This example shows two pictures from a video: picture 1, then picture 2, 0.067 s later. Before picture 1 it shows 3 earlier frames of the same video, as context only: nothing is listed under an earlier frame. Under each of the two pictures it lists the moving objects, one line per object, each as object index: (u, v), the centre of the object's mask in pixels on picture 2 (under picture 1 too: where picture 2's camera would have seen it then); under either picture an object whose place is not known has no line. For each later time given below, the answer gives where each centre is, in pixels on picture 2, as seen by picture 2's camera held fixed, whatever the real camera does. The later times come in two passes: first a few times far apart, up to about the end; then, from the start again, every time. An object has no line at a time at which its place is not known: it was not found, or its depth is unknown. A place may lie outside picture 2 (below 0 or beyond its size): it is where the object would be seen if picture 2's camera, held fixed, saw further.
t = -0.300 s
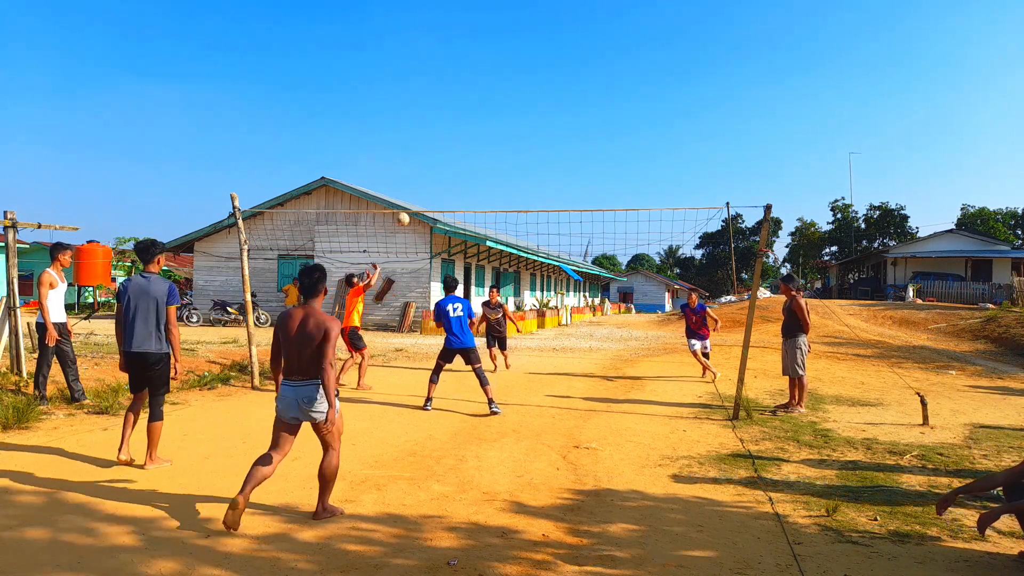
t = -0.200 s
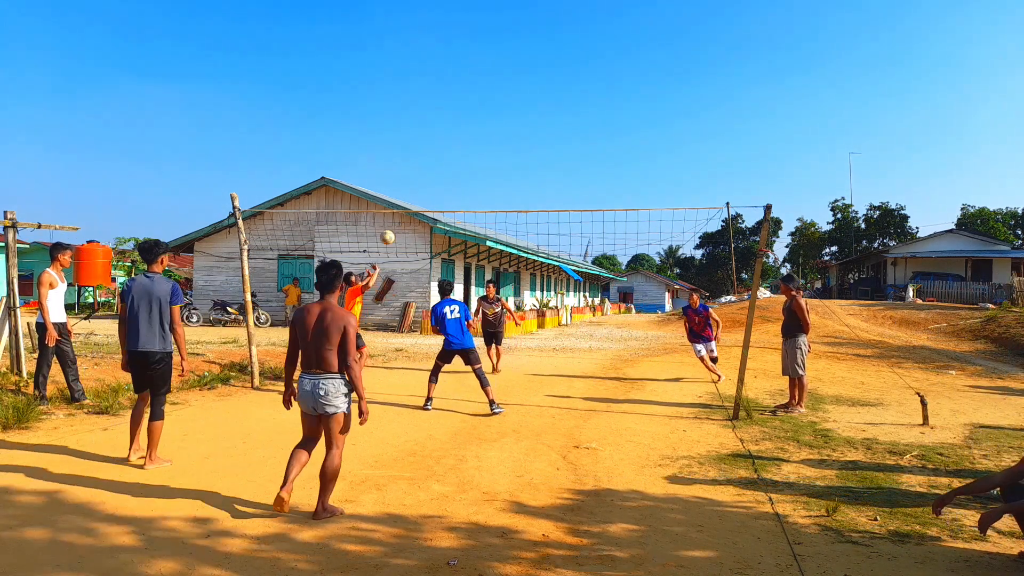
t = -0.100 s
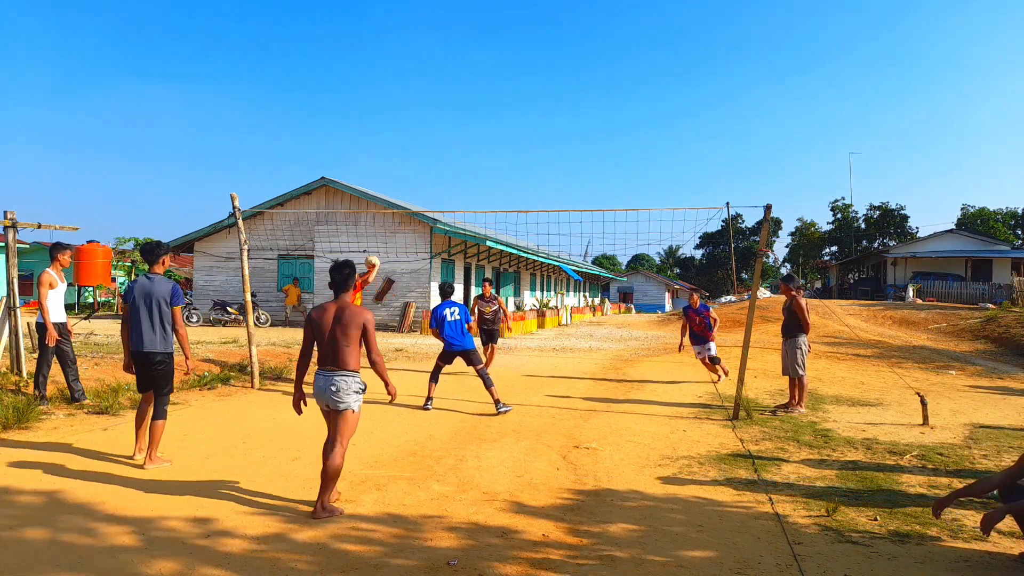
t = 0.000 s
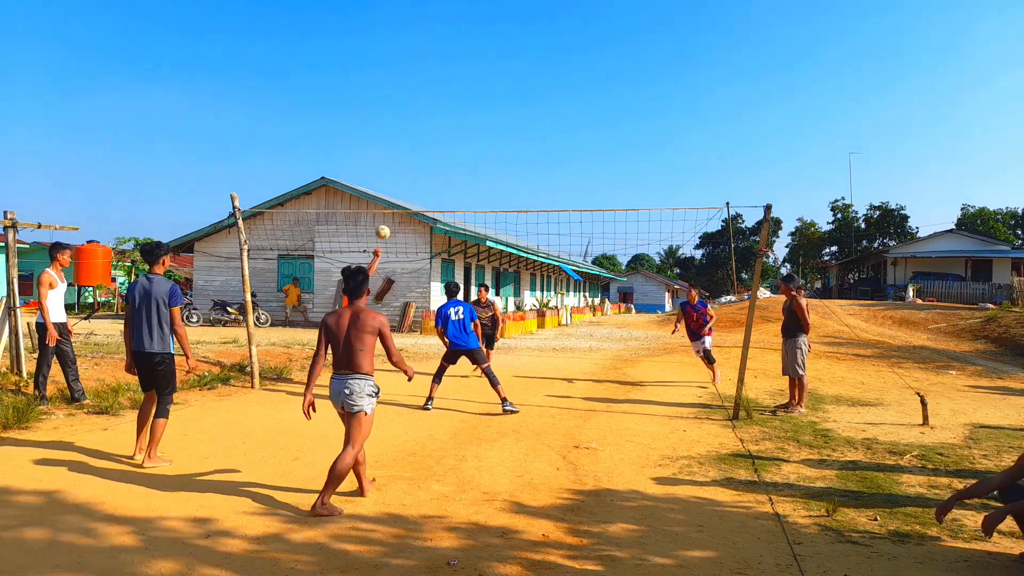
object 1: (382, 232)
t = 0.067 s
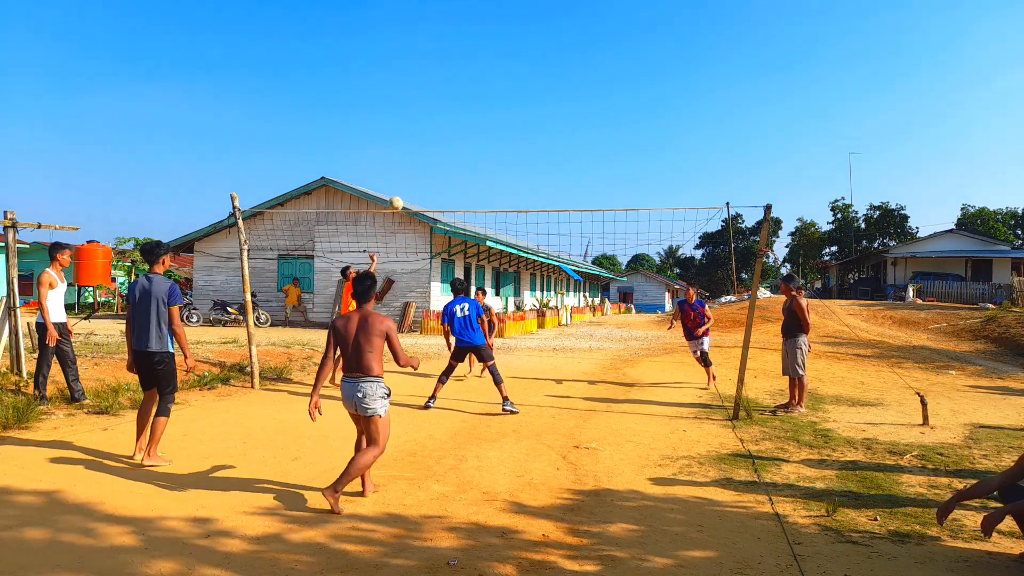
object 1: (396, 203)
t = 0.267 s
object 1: (435, 137)
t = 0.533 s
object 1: (487, 91)
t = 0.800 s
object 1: (539, 94)
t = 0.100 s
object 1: (402, 191)
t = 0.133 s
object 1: (409, 179)
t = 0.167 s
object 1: (416, 167)
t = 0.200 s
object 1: (422, 156)
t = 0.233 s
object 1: (428, 146)
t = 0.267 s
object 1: (435, 137)
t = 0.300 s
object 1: (442, 128)
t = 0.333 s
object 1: (448, 121)
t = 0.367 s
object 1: (455, 114)
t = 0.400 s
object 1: (461, 108)
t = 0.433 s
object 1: (468, 102)
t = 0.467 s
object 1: (475, 98)
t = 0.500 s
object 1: (481, 94)
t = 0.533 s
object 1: (487, 91)
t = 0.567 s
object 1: (494, 88)
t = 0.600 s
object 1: (500, 87)
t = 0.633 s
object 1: (507, 86)
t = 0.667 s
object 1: (513, 86)
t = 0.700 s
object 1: (520, 87)
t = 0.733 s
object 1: (526, 88)
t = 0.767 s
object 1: (533, 90)
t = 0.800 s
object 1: (539, 94)
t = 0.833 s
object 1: (545, 97)
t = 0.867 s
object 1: (552, 102)
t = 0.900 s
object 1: (558, 108)
